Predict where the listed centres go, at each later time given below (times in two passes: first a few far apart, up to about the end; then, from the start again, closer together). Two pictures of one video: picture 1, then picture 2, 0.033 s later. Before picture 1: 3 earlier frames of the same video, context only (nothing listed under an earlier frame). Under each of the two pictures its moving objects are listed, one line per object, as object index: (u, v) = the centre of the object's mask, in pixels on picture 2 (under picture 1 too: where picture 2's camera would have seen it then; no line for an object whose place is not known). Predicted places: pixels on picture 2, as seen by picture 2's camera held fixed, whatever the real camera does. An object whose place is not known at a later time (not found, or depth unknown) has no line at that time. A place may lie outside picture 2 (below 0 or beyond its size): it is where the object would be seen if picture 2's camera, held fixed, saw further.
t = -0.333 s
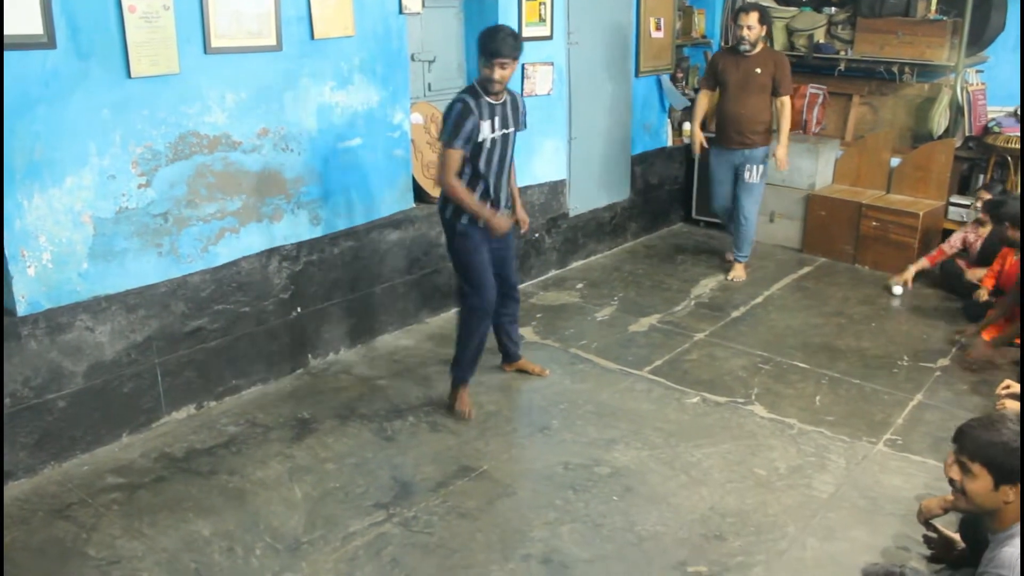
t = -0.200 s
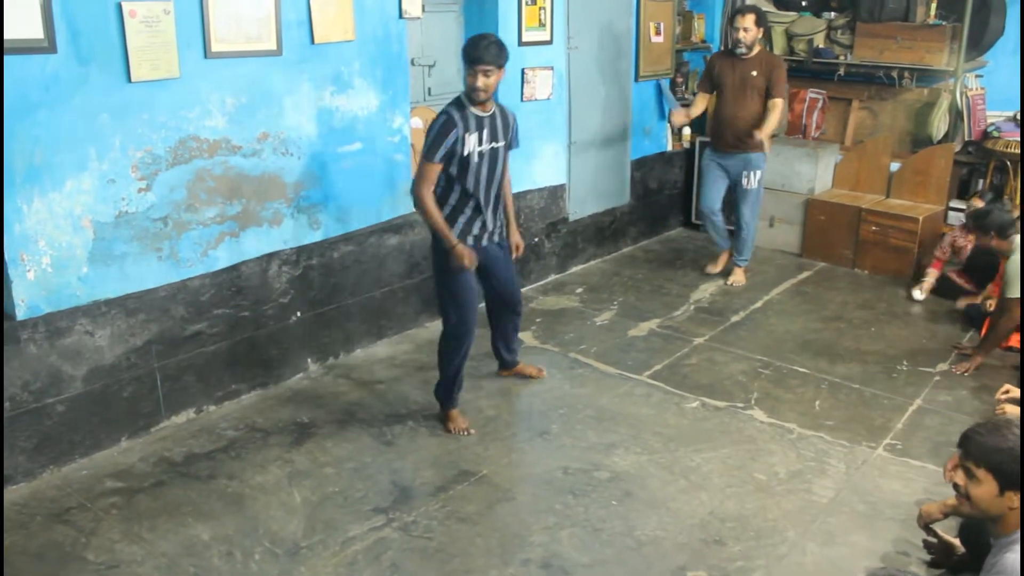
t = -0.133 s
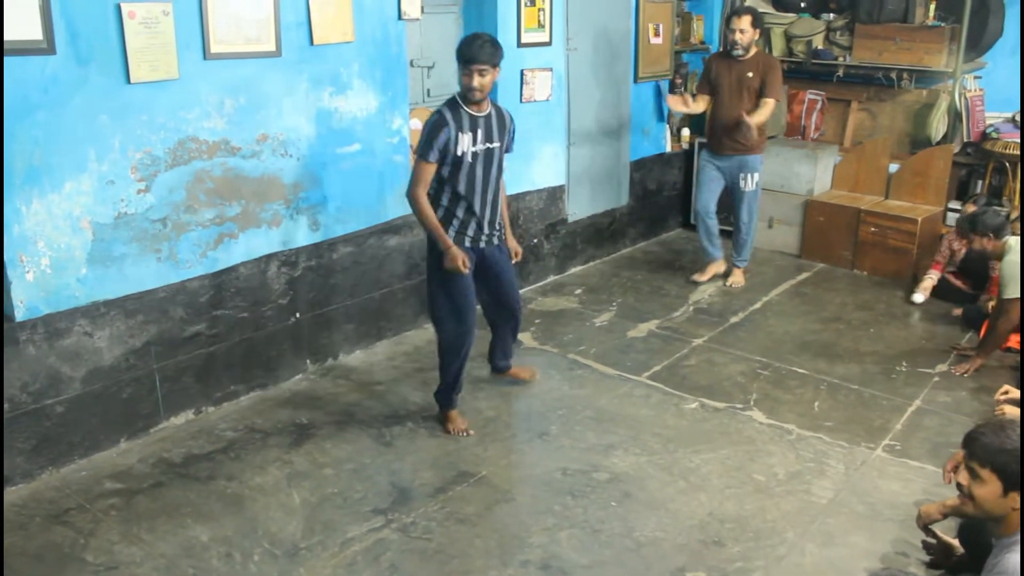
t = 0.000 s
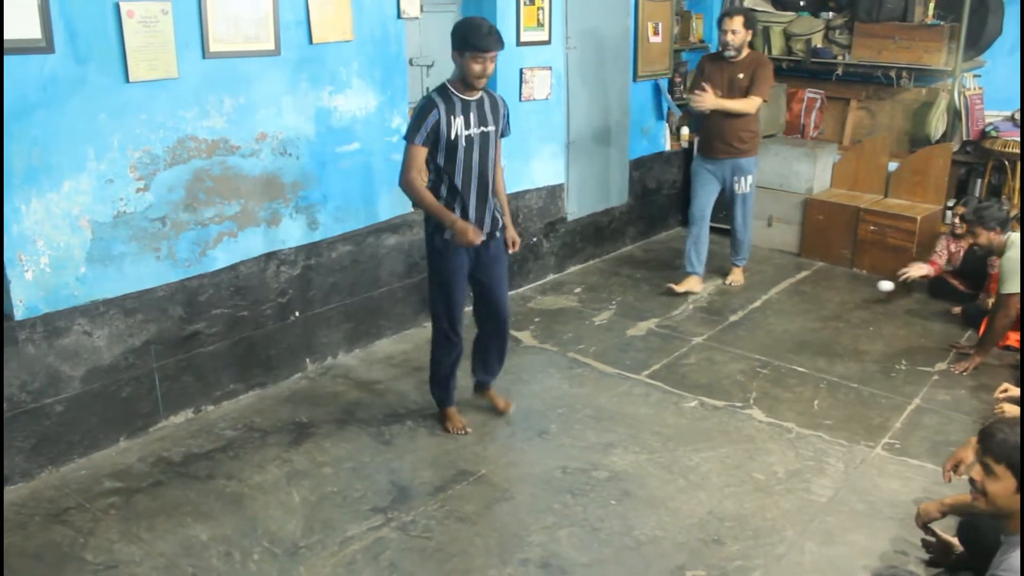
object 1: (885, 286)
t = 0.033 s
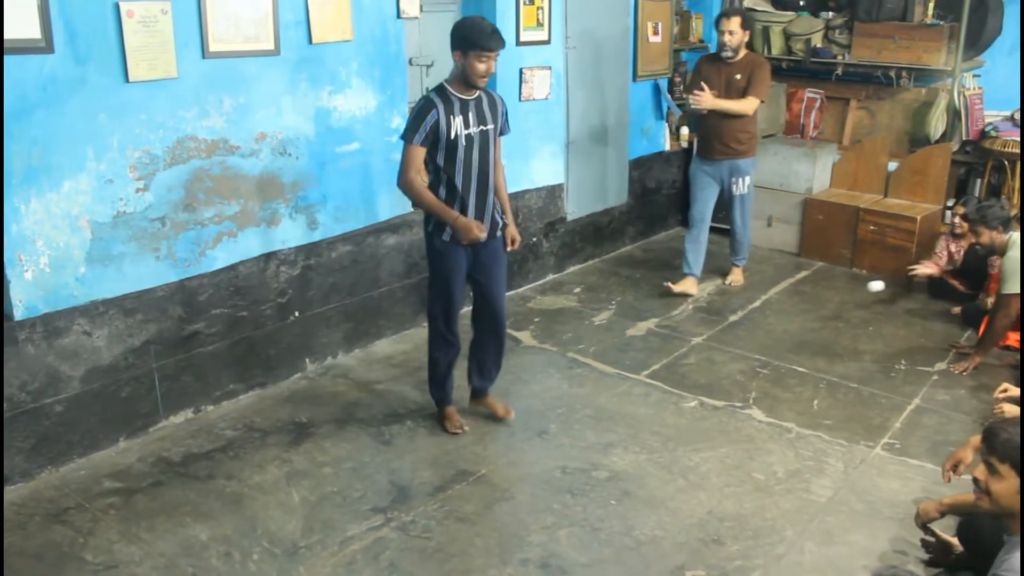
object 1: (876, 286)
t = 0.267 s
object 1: (793, 344)
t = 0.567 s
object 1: (695, 358)
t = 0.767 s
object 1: (622, 402)
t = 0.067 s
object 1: (865, 288)
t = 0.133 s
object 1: (843, 298)
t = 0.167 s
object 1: (832, 306)
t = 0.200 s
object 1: (819, 317)
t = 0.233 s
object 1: (806, 329)
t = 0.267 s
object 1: (793, 344)
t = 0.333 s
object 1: (772, 342)
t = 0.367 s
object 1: (762, 338)
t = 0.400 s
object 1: (753, 336)
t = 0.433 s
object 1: (742, 335)
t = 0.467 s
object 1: (731, 337)
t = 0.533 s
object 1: (707, 349)
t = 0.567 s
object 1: (695, 358)
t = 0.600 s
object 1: (682, 369)
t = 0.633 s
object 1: (669, 383)
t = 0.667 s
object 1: (655, 400)
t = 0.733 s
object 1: (632, 403)
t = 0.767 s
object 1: (622, 402)
